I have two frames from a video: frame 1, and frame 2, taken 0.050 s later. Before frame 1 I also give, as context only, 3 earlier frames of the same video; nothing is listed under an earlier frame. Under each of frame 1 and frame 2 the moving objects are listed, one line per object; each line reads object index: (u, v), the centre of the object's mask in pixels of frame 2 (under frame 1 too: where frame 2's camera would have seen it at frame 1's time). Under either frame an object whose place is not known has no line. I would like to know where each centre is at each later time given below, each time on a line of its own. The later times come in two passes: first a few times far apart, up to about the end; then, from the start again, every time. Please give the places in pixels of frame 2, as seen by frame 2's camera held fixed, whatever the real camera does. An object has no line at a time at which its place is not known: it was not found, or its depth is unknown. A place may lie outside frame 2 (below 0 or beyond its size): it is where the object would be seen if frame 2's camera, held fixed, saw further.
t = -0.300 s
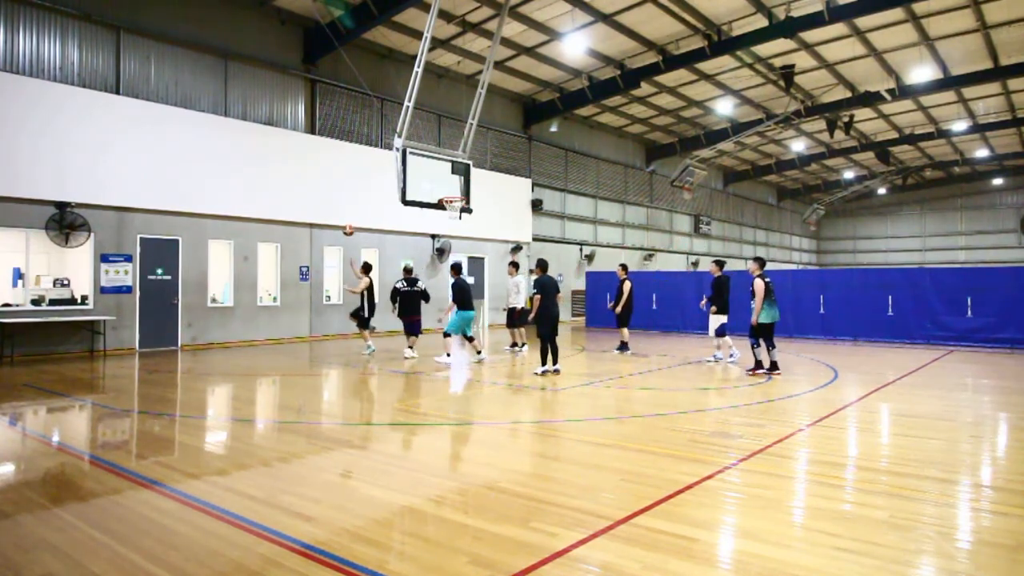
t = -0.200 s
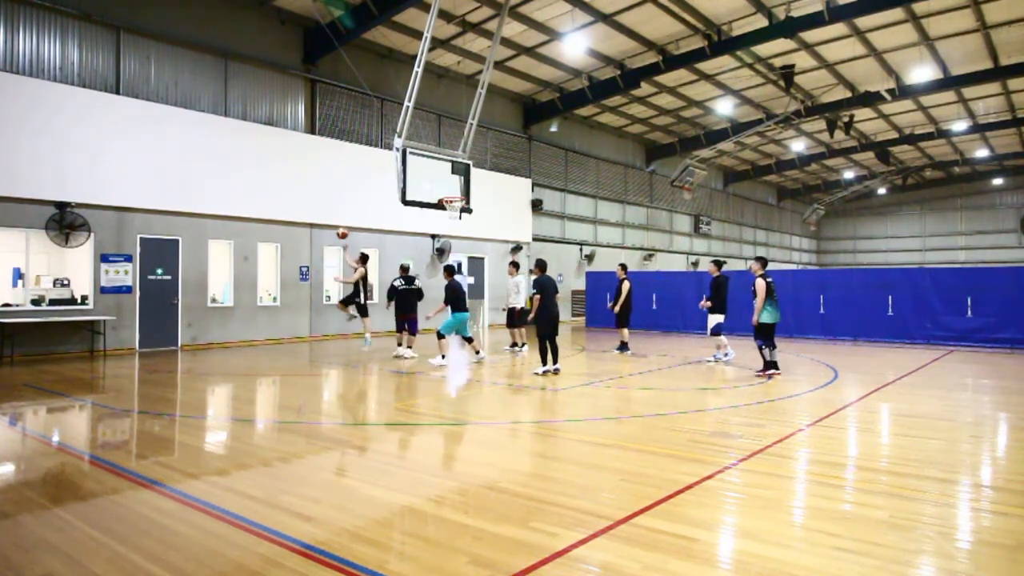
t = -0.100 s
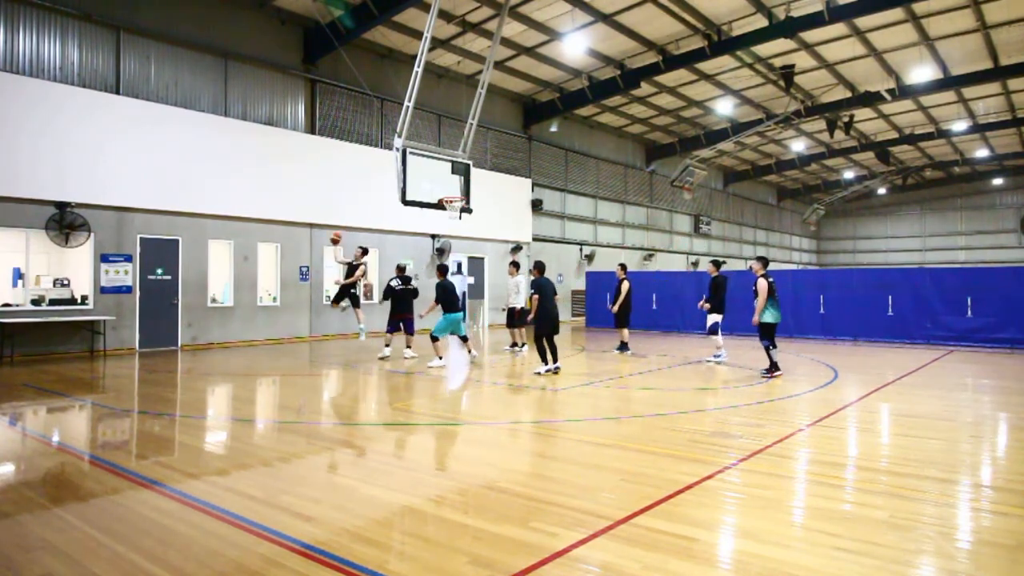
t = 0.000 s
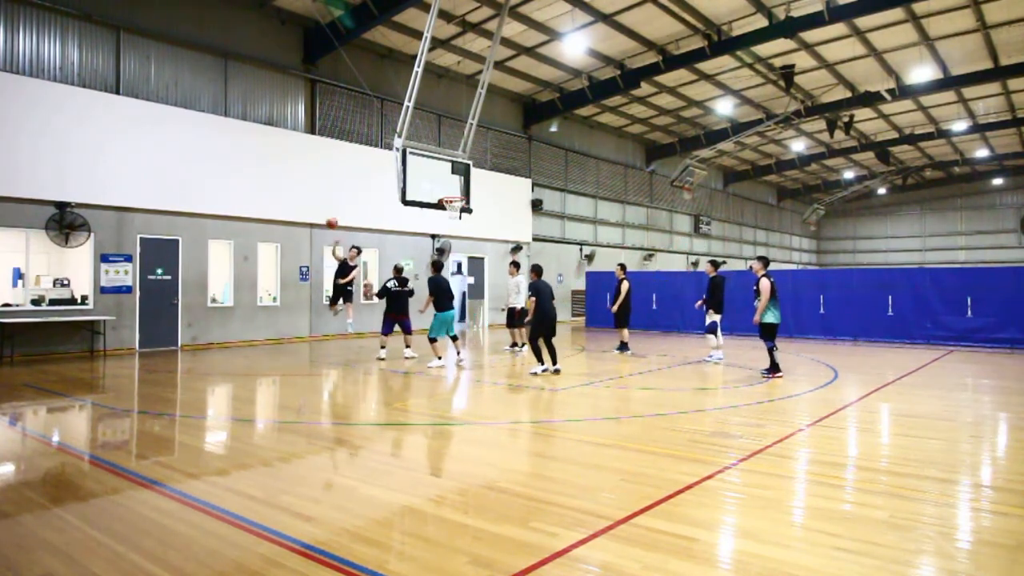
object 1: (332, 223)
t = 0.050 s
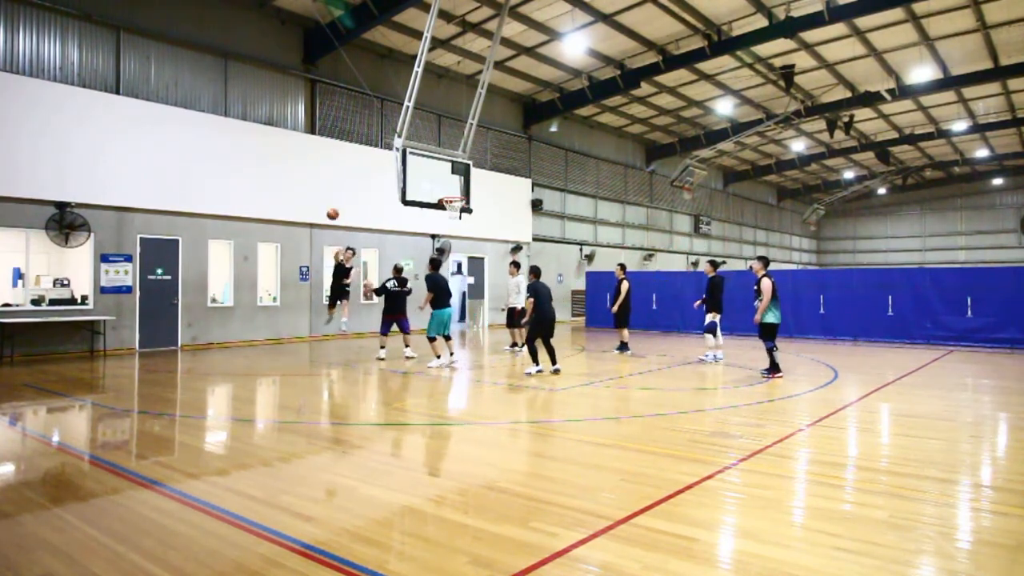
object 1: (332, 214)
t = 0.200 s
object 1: (336, 195)
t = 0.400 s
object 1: (343, 184)
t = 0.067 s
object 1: (333, 211)
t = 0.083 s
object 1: (333, 209)
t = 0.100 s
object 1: (334, 206)
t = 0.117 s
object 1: (334, 204)
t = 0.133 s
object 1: (335, 202)
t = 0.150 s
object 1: (335, 199)
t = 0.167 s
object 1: (336, 198)
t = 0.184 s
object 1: (336, 196)
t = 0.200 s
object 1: (336, 195)
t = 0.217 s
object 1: (337, 193)
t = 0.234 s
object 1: (337, 191)
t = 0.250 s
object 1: (338, 190)
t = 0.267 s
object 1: (339, 188)
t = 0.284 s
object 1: (339, 187)
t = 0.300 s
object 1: (340, 186)
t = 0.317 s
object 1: (340, 186)
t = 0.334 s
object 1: (341, 185)
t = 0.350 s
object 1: (341, 185)
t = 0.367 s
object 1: (342, 184)
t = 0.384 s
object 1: (342, 184)
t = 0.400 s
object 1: (343, 184)
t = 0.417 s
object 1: (343, 184)
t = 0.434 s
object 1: (344, 185)
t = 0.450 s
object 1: (345, 185)
